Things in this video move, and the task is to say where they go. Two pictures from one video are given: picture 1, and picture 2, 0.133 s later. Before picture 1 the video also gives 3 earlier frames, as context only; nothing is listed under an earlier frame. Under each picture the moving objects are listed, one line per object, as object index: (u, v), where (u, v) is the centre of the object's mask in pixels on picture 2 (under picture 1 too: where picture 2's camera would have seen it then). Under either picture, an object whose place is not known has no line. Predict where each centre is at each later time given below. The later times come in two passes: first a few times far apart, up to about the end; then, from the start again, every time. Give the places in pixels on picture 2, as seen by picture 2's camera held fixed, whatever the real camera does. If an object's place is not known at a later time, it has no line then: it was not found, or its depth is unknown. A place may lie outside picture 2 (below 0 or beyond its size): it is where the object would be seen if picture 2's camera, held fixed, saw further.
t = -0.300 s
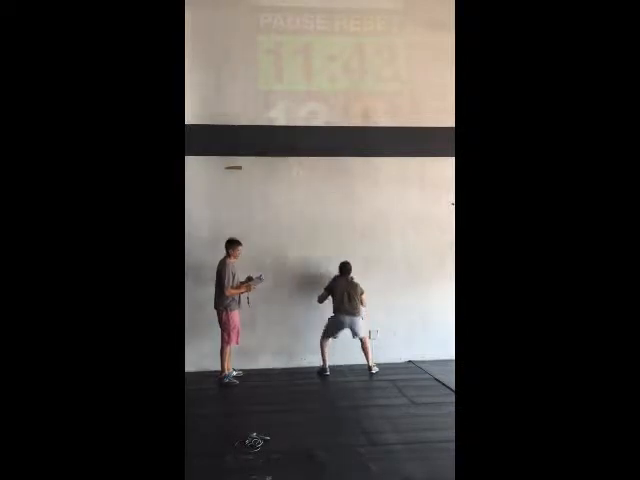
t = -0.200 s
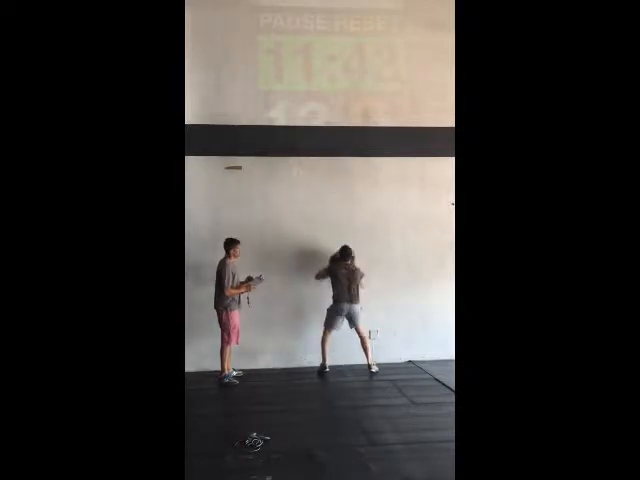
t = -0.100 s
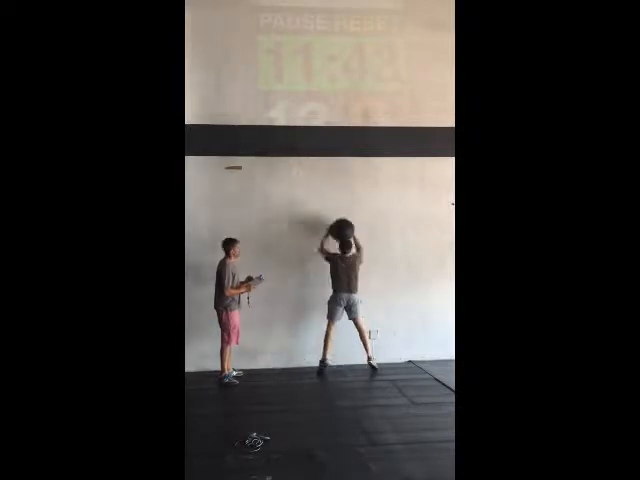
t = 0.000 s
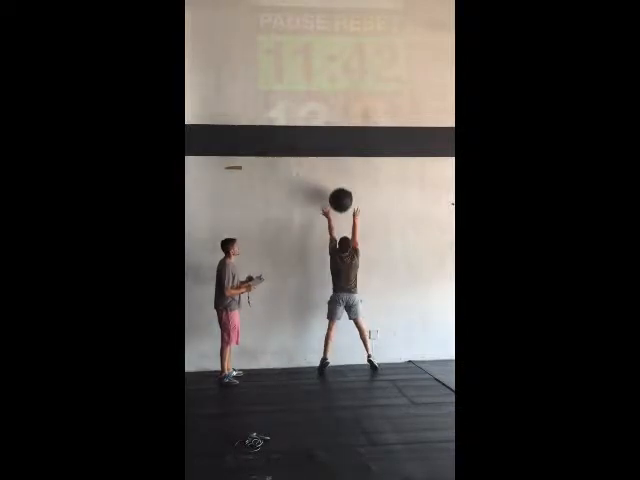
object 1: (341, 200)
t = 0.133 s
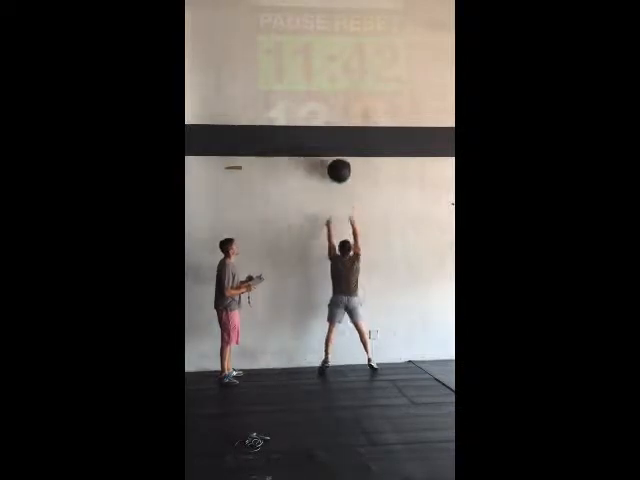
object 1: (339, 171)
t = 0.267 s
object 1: (338, 159)
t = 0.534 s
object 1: (335, 158)
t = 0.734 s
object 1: (336, 188)
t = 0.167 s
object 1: (338, 165)
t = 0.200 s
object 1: (338, 163)
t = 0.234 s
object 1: (338, 160)
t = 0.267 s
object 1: (338, 159)
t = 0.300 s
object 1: (337, 157)
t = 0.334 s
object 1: (336, 153)
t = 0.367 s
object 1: (336, 152)
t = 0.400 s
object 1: (336, 152)
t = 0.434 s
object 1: (336, 152)
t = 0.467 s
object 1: (336, 155)
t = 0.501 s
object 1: (336, 156)
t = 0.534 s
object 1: (335, 158)
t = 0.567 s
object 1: (336, 161)
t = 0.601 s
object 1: (336, 164)
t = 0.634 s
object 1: (336, 169)
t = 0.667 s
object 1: (336, 174)
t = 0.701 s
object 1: (336, 181)
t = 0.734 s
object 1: (336, 188)
